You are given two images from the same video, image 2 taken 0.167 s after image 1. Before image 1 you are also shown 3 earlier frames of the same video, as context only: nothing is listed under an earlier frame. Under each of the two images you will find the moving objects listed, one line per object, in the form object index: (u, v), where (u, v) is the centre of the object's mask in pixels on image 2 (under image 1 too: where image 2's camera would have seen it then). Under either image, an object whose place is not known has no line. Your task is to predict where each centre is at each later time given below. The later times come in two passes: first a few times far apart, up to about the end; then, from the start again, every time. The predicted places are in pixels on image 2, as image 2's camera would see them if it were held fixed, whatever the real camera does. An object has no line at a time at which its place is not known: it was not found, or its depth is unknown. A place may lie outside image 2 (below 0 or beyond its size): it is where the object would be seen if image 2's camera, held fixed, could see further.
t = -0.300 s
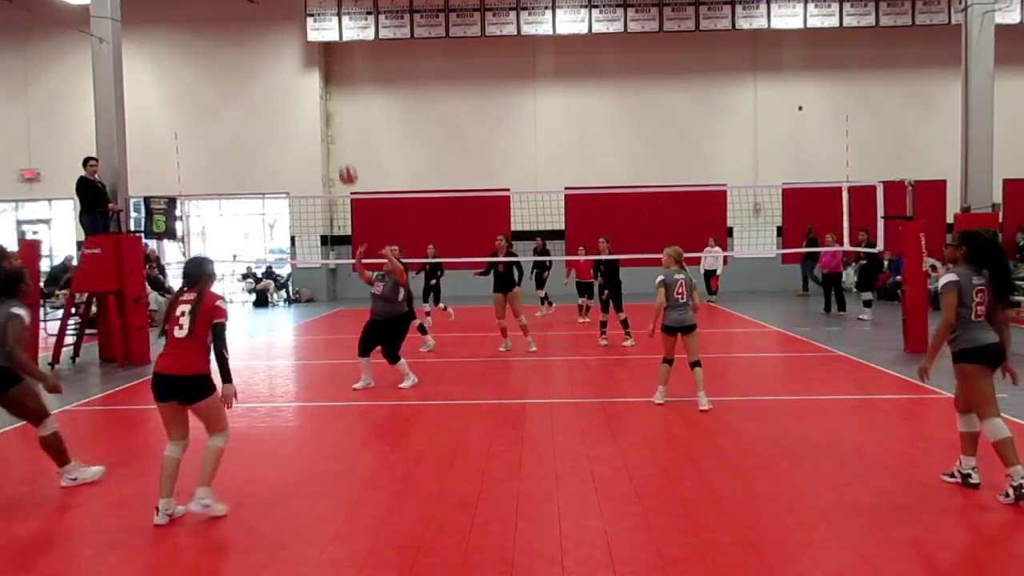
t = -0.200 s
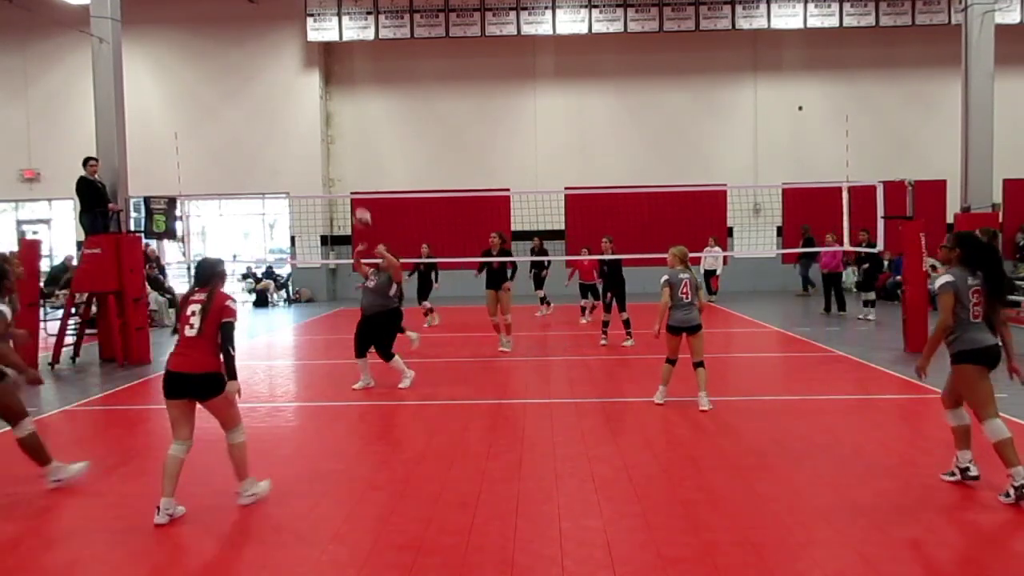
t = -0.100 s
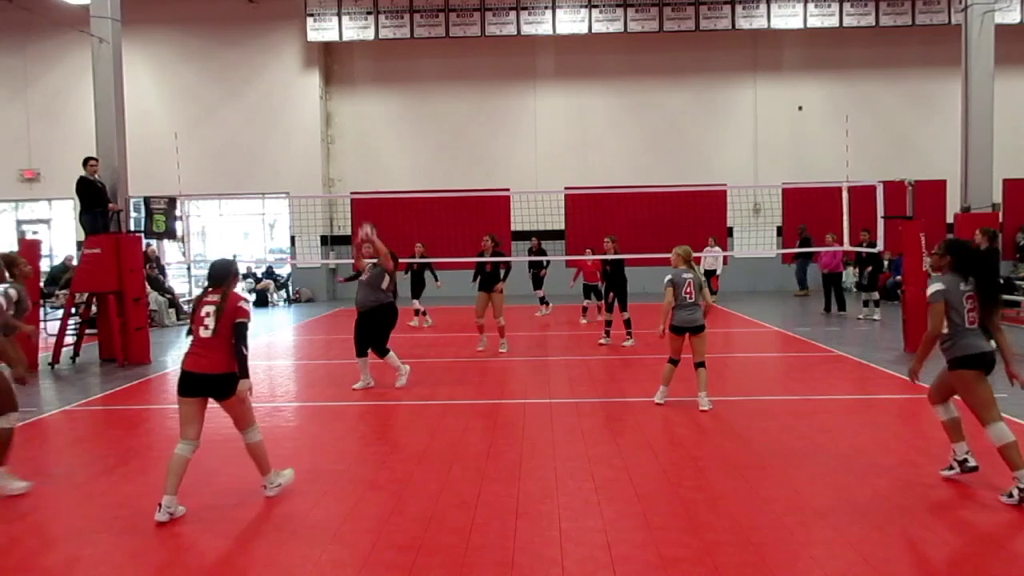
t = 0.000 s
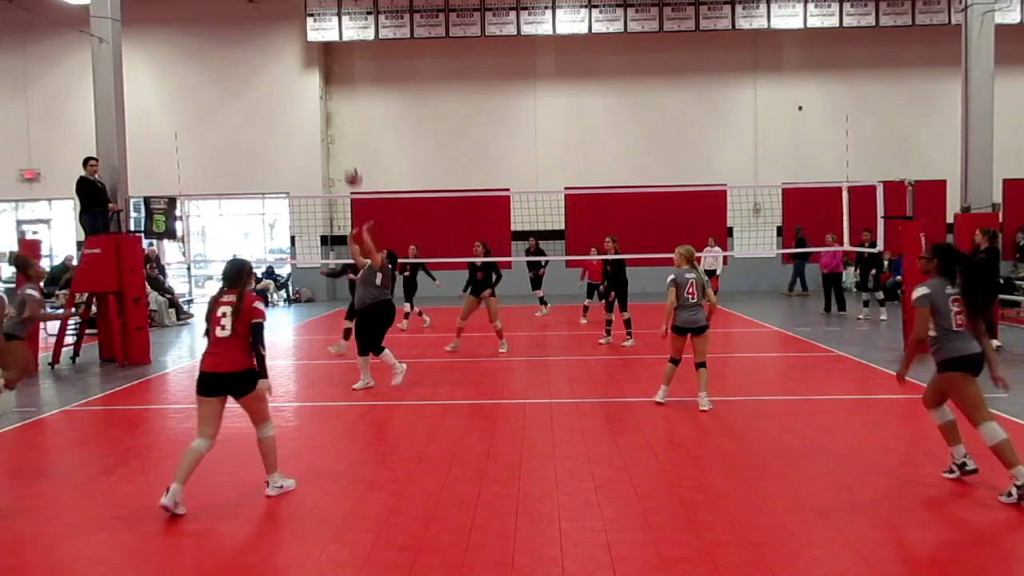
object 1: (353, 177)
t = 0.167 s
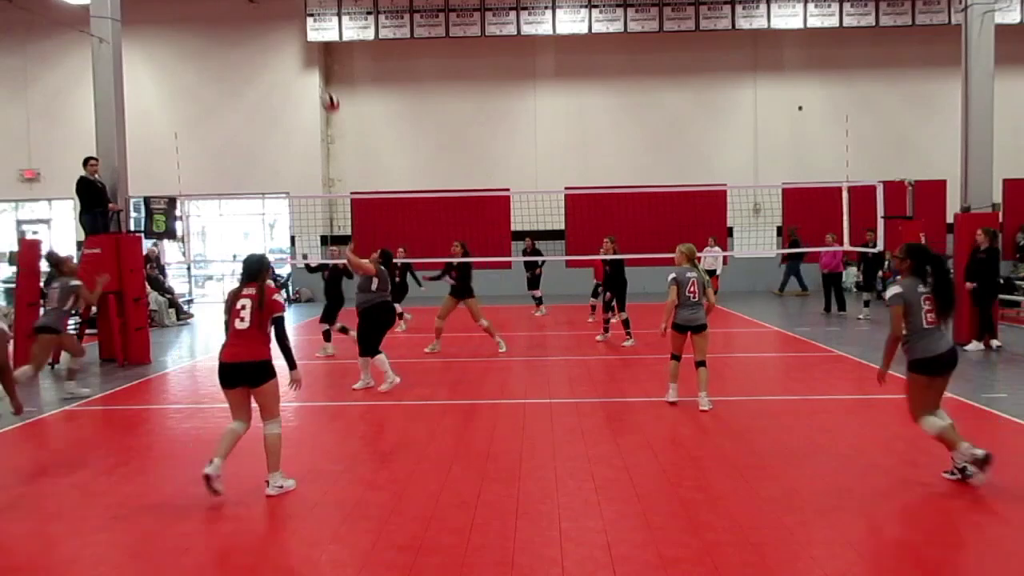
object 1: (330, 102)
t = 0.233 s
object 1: (322, 81)
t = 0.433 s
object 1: (299, 39)
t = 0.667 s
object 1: (276, 35)
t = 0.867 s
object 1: (258, 67)
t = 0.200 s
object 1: (326, 91)
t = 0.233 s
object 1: (322, 81)
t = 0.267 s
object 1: (319, 71)
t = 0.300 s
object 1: (315, 63)
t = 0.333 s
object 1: (311, 56)
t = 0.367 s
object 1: (308, 49)
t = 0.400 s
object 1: (304, 43)
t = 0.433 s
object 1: (299, 39)
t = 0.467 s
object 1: (296, 35)
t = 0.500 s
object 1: (293, 33)
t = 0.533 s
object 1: (289, 31)
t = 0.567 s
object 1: (286, 31)
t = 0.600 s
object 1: (283, 31)
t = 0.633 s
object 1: (279, 33)
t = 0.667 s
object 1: (276, 35)
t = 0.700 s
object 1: (273, 38)
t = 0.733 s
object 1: (270, 42)
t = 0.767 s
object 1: (267, 47)
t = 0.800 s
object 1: (264, 52)
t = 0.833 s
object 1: (261, 59)
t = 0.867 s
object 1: (258, 67)
